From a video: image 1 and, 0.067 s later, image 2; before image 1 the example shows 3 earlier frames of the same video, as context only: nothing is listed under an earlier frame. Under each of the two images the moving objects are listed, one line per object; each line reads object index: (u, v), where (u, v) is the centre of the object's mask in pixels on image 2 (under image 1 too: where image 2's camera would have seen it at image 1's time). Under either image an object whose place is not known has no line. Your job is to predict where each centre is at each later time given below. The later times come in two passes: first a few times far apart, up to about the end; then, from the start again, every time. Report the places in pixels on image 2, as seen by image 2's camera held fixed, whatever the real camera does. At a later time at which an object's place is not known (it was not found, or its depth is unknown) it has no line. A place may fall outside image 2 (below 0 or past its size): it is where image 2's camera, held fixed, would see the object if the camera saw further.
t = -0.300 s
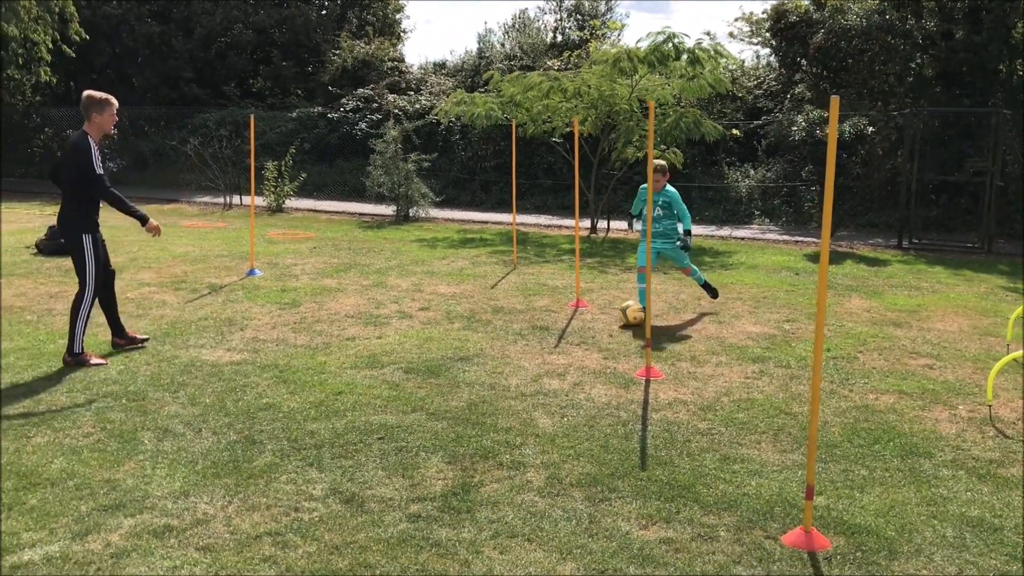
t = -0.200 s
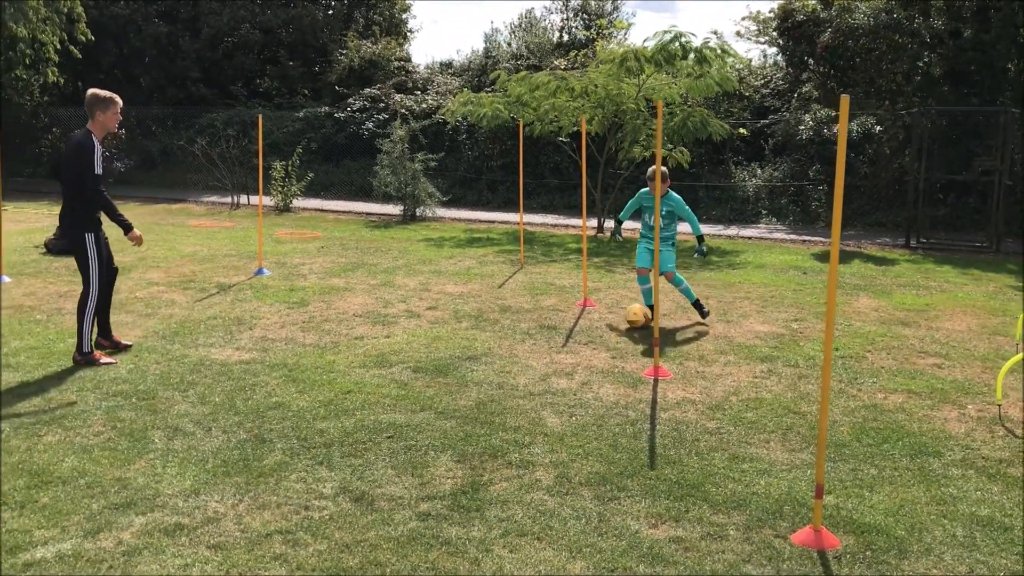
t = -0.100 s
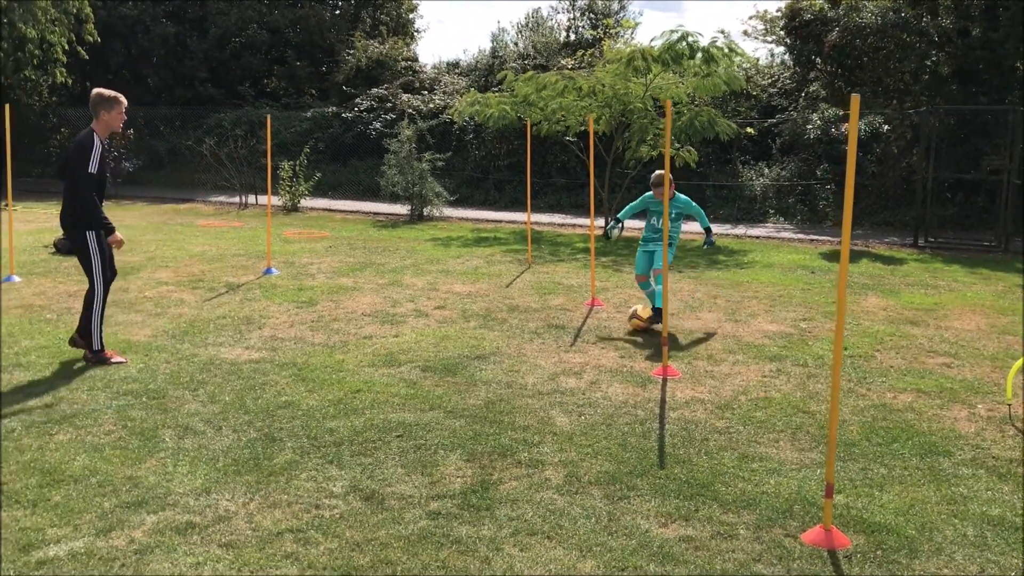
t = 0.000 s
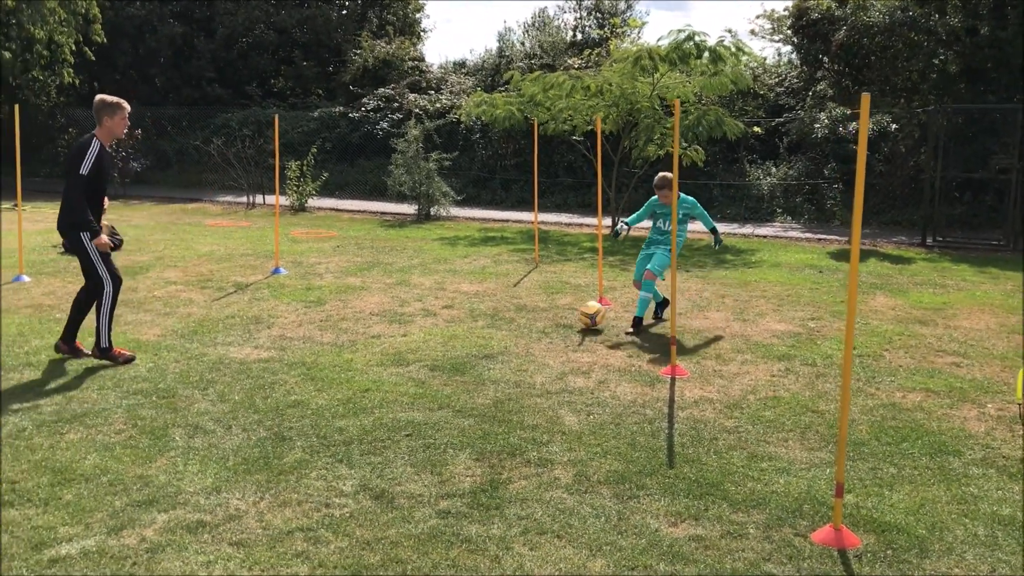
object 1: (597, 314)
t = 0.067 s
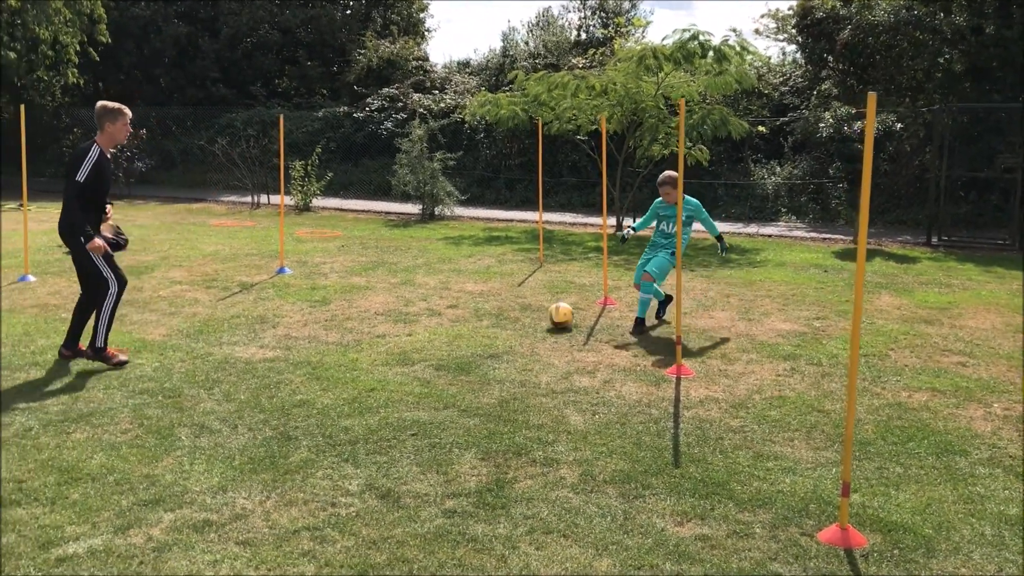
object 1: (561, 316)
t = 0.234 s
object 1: (492, 314)
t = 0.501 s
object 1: (390, 311)
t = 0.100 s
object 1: (545, 316)
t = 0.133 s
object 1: (531, 314)
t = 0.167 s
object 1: (518, 313)
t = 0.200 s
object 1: (506, 313)
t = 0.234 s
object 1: (492, 314)
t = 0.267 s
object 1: (479, 316)
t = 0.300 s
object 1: (466, 314)
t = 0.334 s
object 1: (453, 313)
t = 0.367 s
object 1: (440, 313)
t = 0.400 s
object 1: (427, 314)
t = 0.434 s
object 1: (415, 315)
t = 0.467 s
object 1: (402, 313)
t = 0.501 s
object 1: (390, 311)
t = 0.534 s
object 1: (377, 310)
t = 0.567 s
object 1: (366, 311)
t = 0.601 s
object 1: (354, 313)
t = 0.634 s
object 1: (342, 314)
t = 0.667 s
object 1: (330, 312)
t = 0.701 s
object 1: (320, 311)
